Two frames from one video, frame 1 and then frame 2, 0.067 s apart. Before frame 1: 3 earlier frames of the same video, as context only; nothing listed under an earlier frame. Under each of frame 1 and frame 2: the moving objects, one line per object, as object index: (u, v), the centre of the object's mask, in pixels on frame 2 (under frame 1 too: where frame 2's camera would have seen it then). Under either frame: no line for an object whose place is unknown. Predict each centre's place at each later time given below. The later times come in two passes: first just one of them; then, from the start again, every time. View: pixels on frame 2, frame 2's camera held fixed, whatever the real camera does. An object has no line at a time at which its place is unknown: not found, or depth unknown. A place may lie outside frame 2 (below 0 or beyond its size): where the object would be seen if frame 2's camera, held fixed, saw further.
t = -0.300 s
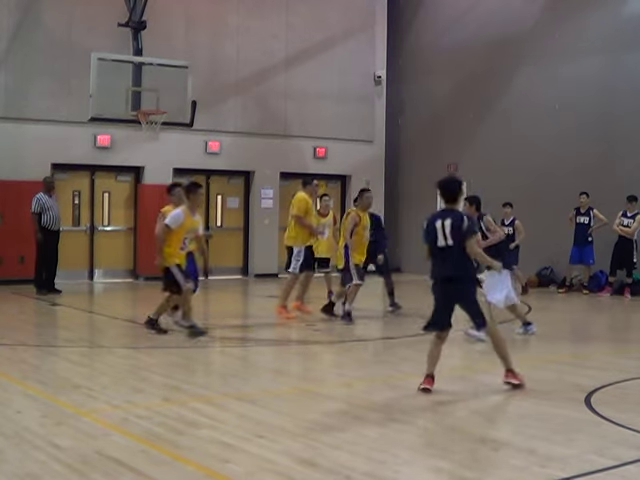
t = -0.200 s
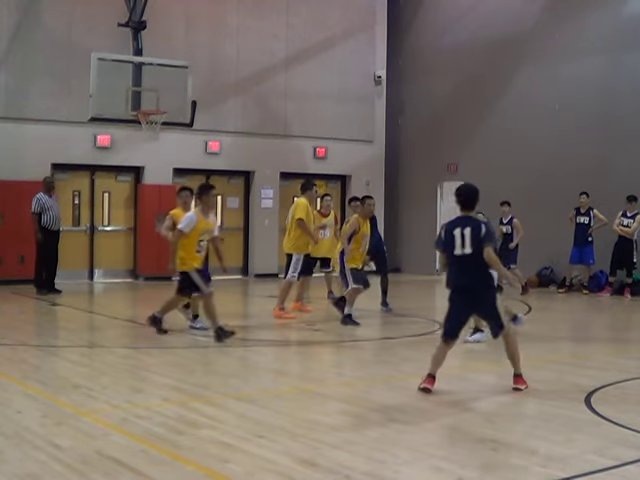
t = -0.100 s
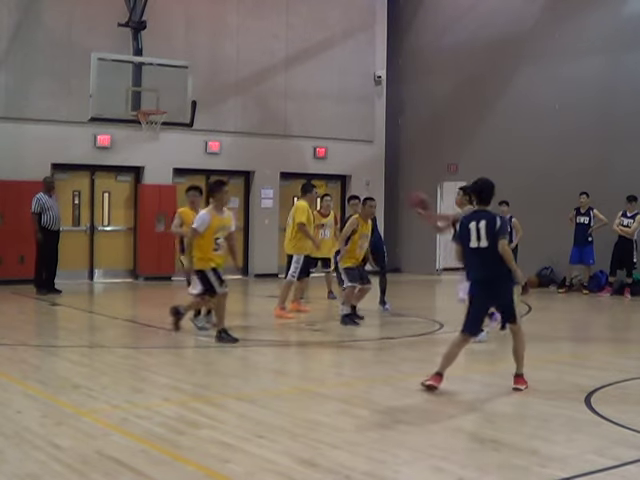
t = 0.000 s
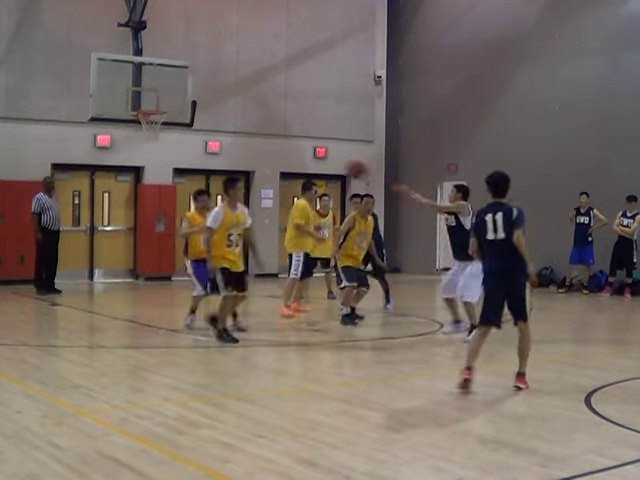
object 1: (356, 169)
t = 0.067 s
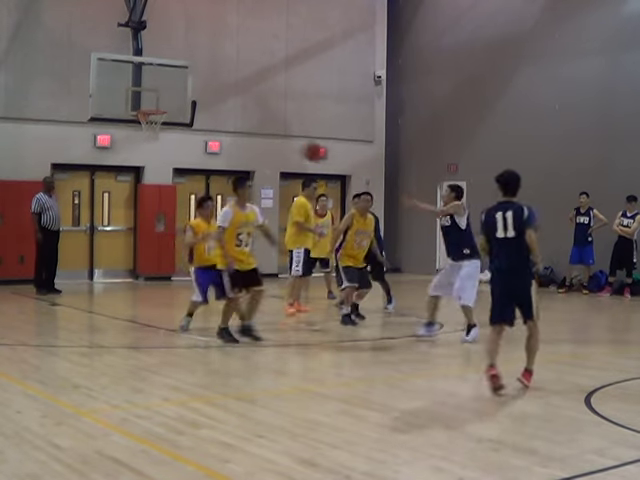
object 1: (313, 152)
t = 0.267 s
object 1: (185, 120)
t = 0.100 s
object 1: (291, 144)
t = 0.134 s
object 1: (270, 137)
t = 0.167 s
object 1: (248, 132)
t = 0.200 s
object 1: (227, 126)
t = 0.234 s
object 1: (205, 123)
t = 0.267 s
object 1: (185, 120)
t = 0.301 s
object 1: (164, 119)
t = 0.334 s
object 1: (141, 117)
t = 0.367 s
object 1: (121, 118)
